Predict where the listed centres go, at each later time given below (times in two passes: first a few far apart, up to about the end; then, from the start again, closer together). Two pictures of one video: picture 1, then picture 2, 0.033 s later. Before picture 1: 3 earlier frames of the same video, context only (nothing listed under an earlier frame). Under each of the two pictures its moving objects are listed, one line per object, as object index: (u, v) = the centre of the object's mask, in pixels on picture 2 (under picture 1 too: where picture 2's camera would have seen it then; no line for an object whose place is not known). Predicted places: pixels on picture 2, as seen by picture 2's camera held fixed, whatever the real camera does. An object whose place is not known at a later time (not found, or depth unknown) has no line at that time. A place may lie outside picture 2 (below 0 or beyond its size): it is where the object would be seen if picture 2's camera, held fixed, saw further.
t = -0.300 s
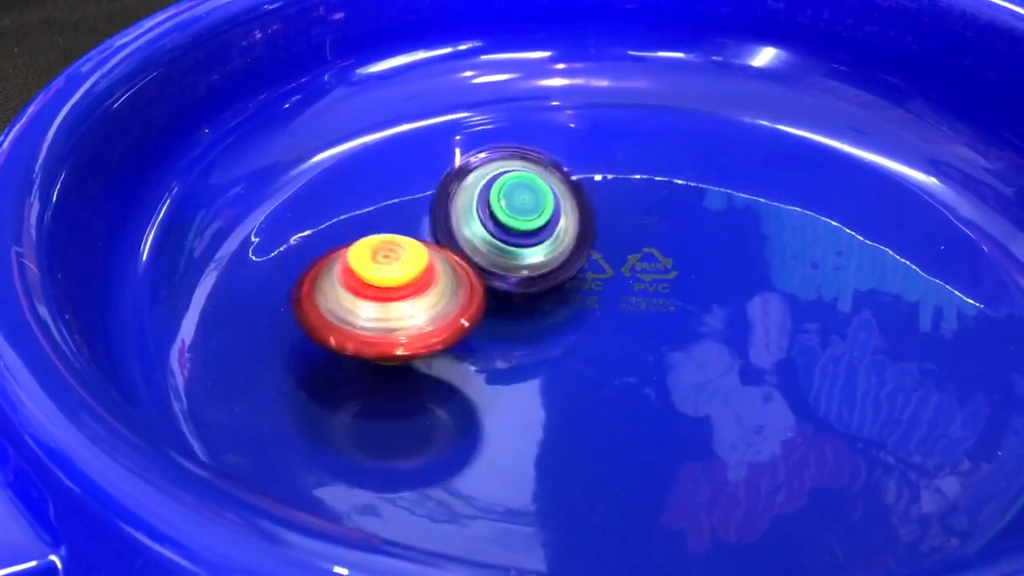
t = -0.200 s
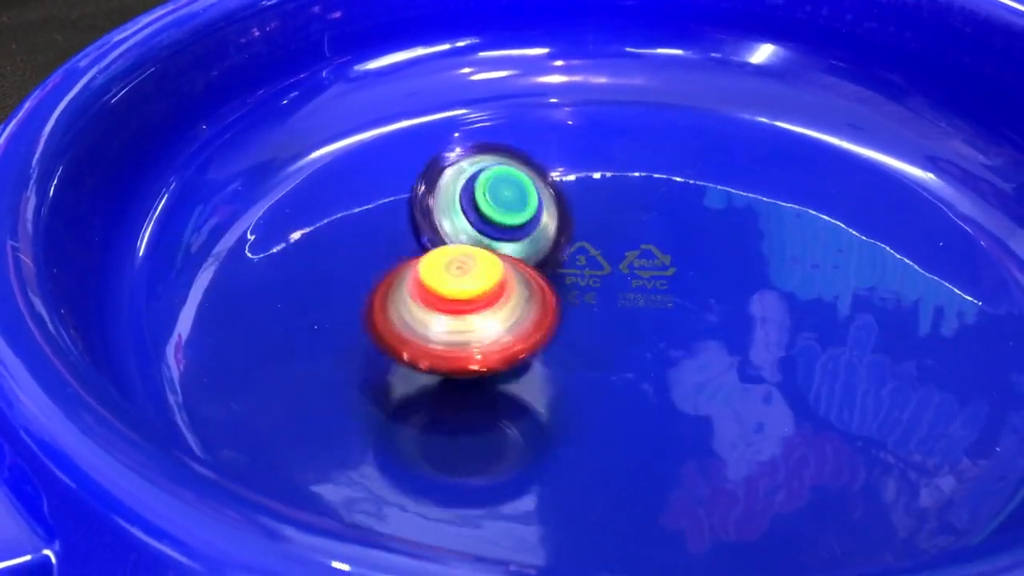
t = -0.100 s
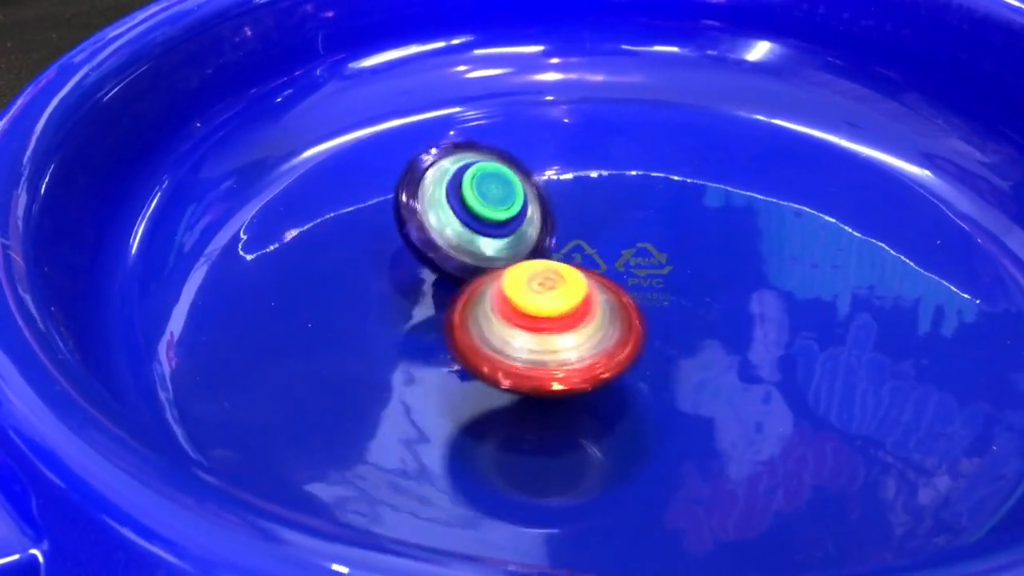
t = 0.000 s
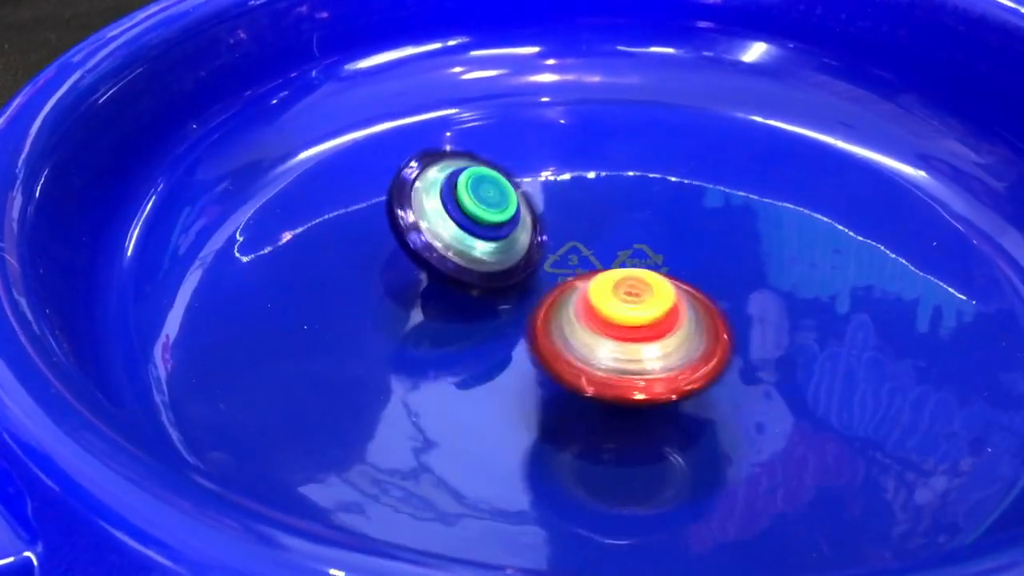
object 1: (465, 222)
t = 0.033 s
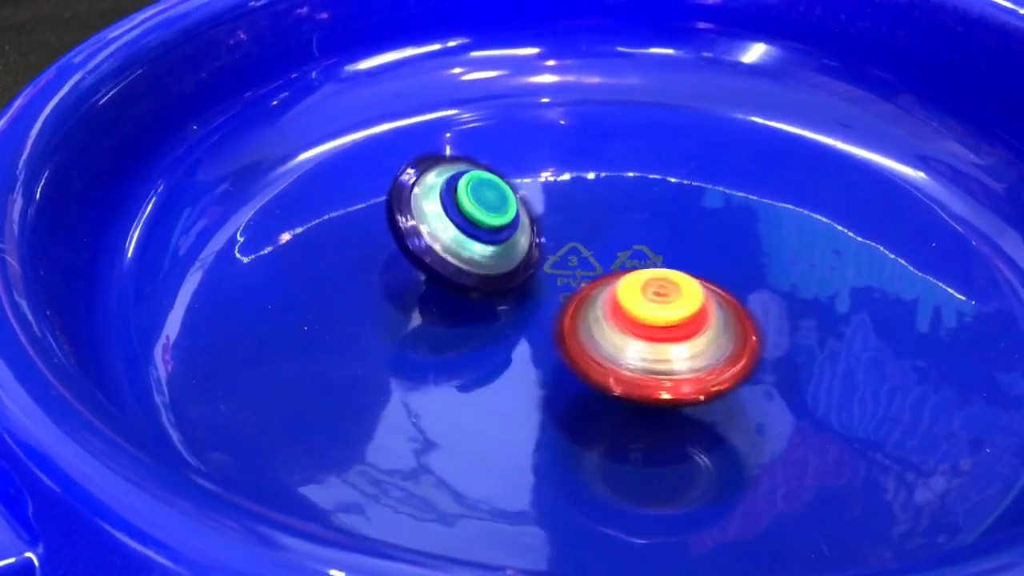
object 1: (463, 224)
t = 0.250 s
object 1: (465, 248)
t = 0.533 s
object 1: (495, 290)
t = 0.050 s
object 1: (463, 224)
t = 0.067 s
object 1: (463, 227)
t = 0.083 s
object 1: (463, 227)
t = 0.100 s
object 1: (463, 229)
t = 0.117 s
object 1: (462, 230)
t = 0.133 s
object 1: (462, 232)
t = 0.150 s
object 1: (462, 234)
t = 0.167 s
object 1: (462, 236)
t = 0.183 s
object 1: (462, 238)
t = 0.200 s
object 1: (464, 242)
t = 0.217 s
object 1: (464, 244)
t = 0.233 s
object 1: (464, 246)
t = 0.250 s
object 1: (465, 248)
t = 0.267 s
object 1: (465, 250)
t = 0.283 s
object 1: (466, 253)
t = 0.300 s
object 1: (467, 256)
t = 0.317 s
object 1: (468, 258)
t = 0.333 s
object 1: (469, 260)
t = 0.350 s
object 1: (470, 263)
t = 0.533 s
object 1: (495, 290)
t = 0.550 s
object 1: (498, 293)
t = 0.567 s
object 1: (501, 295)
